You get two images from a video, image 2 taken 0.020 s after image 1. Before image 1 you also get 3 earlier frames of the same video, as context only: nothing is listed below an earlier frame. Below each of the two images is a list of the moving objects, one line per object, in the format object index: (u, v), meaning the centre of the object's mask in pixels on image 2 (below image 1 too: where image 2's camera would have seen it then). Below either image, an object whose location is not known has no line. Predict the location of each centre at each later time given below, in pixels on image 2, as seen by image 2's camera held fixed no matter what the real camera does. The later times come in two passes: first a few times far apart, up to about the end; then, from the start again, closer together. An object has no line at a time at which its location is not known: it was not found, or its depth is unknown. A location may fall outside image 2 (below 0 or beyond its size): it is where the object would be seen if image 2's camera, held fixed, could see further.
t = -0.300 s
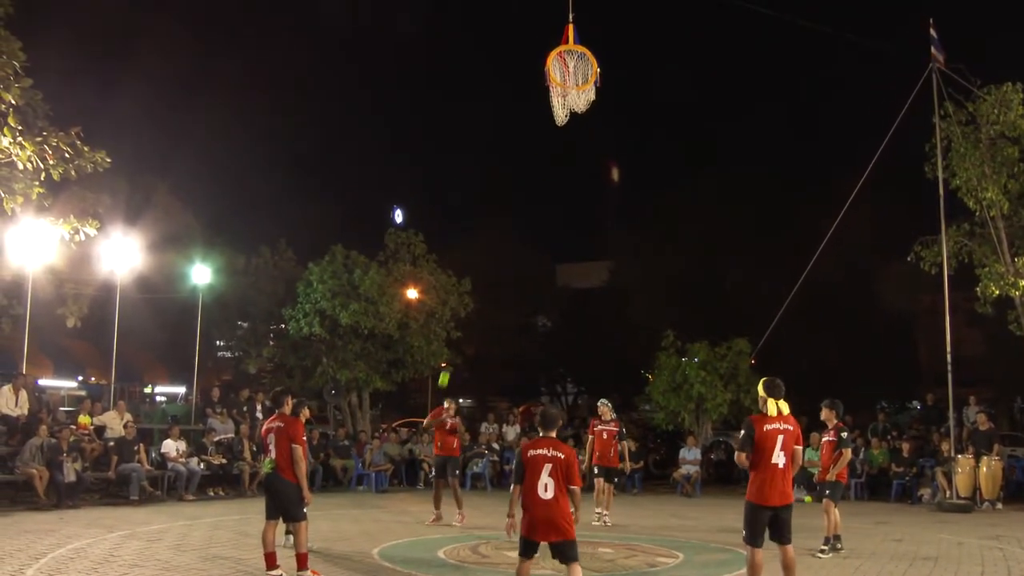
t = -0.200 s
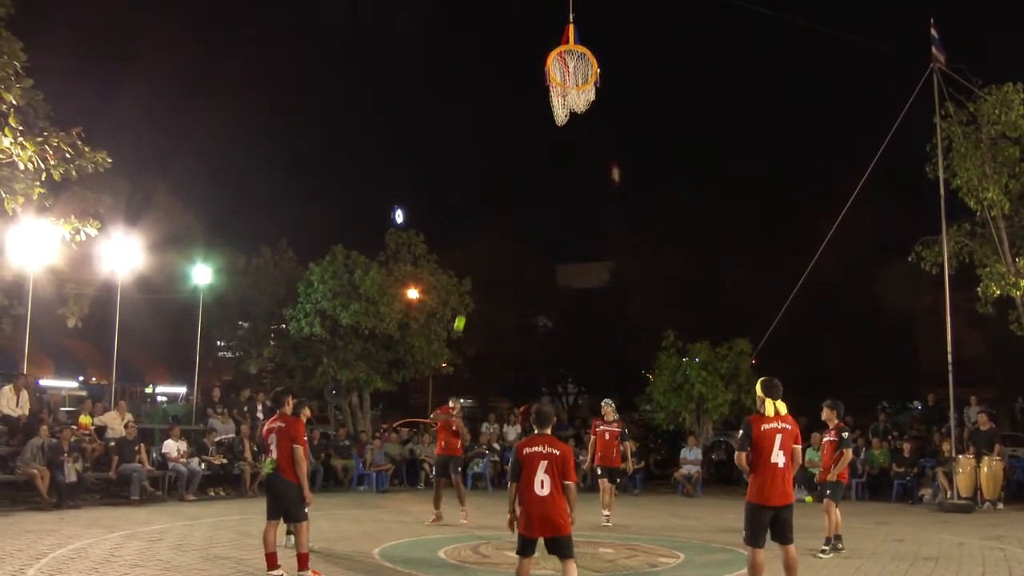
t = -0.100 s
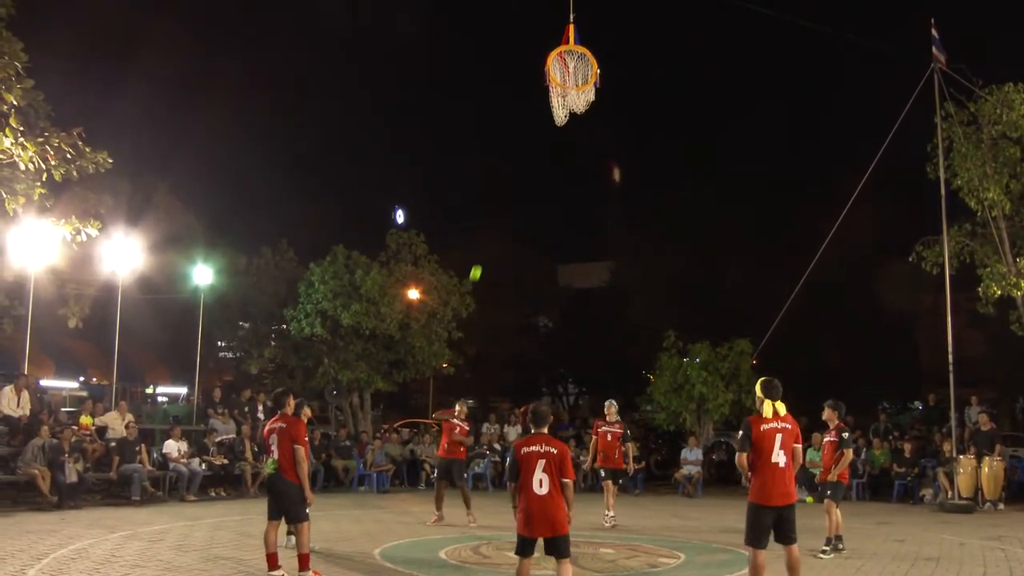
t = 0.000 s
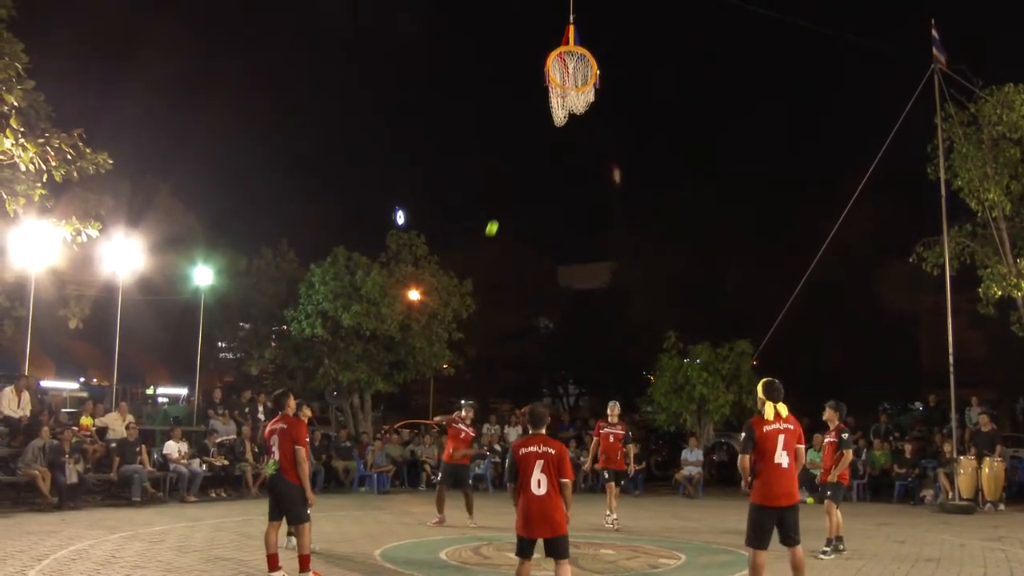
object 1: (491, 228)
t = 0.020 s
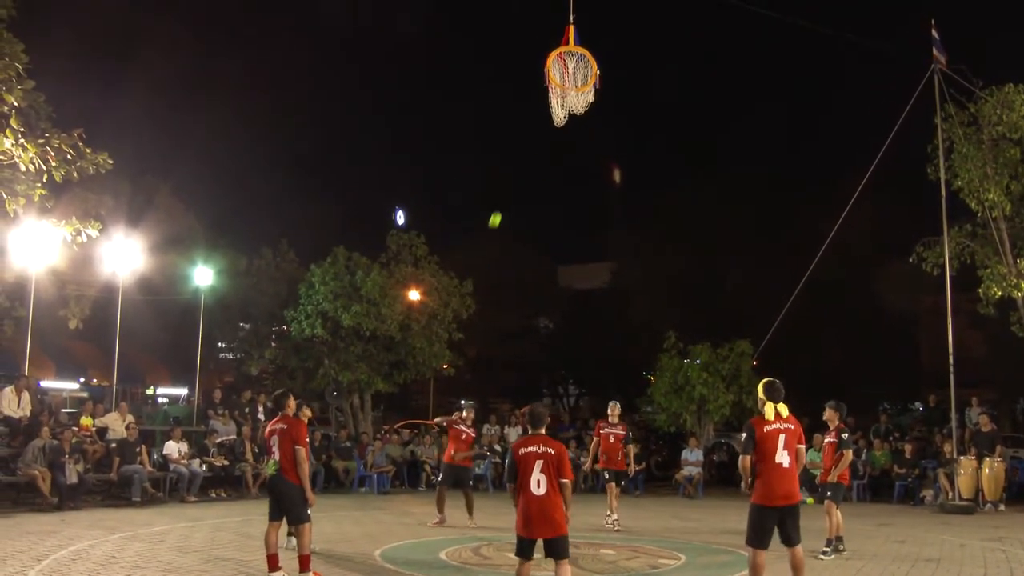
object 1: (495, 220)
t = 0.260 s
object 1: (537, 134)
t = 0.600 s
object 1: (609, 76)
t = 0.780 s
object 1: (658, 86)
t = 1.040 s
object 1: (752, 178)
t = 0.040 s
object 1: (498, 212)
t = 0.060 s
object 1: (501, 204)
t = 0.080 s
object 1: (505, 196)
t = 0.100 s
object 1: (508, 188)
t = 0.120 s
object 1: (512, 180)
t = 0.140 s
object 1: (515, 173)
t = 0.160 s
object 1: (519, 166)
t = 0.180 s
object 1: (522, 159)
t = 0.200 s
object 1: (526, 152)
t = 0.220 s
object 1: (529, 146)
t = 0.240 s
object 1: (533, 140)
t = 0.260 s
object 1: (537, 134)
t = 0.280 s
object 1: (541, 128)
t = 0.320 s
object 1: (547, 118)
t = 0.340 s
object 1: (551, 113)
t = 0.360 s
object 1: (557, 108)
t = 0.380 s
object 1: (561, 104)
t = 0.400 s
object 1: (564, 100)
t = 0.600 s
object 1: (609, 76)
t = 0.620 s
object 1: (614, 75)
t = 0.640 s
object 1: (620, 75)
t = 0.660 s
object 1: (625, 75)
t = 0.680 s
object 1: (630, 76)
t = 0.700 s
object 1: (635, 77)
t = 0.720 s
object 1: (641, 79)
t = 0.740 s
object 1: (647, 81)
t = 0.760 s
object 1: (653, 83)
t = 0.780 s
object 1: (658, 86)
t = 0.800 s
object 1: (665, 89)
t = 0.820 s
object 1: (671, 93)
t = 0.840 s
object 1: (677, 98)
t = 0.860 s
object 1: (684, 103)
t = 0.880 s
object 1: (691, 109)
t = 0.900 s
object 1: (697, 114)
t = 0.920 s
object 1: (705, 121)
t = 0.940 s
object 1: (712, 129)
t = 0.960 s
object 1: (720, 137)
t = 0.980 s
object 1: (727, 146)
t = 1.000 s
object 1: (735, 156)
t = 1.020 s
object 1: (743, 167)
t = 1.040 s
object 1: (752, 178)
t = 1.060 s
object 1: (760, 191)
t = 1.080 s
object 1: (769, 204)
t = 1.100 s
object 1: (779, 218)
